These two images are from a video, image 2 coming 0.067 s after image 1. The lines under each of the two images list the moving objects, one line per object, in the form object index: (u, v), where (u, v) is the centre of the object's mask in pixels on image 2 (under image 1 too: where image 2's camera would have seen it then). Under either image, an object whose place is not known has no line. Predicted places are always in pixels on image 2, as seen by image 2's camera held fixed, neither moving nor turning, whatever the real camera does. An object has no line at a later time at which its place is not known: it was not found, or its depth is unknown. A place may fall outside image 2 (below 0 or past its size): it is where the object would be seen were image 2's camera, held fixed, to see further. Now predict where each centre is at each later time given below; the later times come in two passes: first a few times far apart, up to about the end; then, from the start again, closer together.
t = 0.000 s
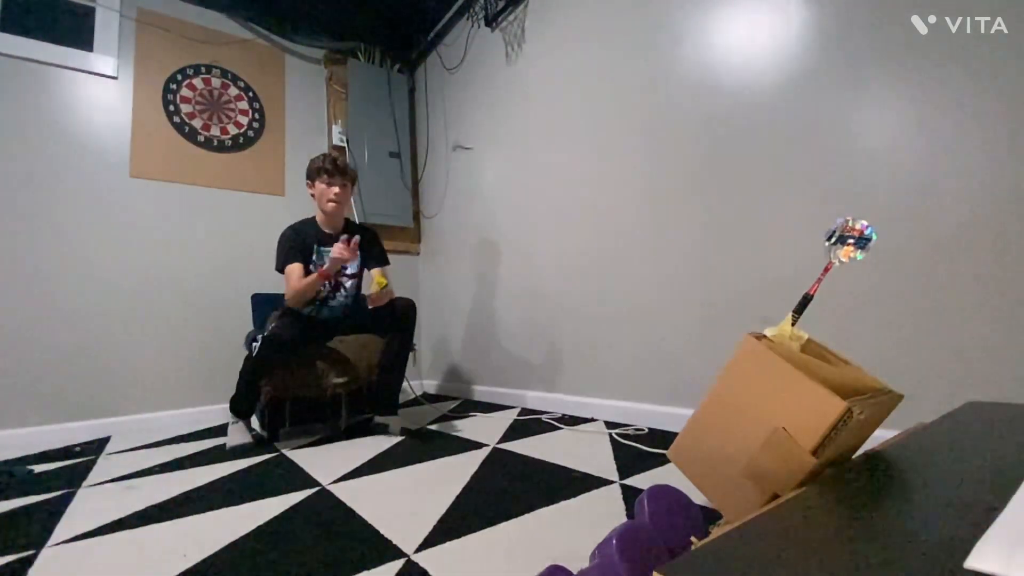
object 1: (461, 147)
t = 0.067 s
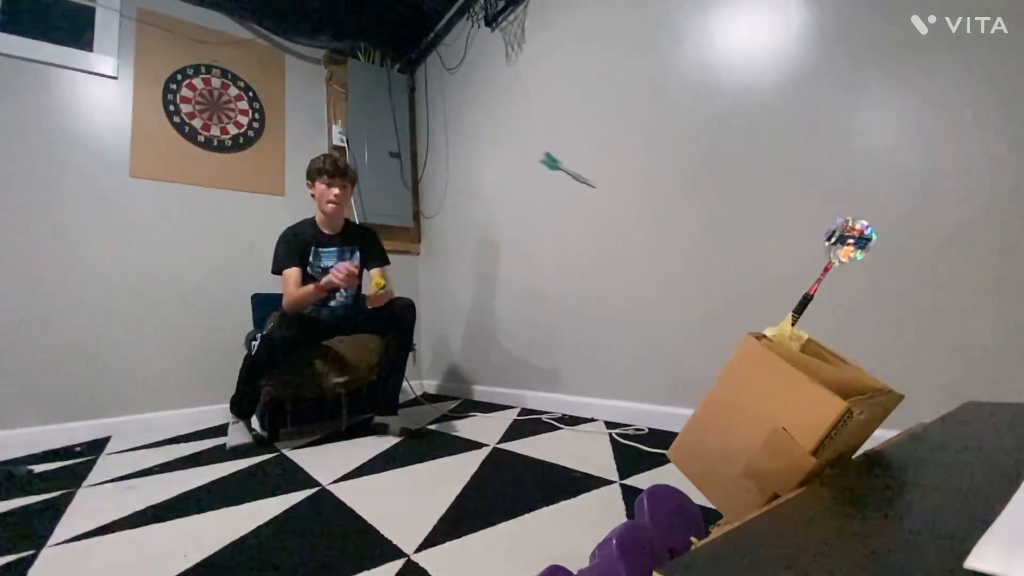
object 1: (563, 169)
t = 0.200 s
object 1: (749, 251)
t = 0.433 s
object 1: (739, 267)
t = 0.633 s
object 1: (886, 344)
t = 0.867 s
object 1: (904, 343)
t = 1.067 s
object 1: (904, 343)
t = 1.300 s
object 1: (904, 343)
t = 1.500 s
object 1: (904, 343)
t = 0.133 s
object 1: (773, 251)
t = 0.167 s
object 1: (731, 261)
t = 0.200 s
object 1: (749, 251)
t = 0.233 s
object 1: (738, 258)
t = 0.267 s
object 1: (742, 256)
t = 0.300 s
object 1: (739, 258)
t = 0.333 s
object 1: (738, 259)
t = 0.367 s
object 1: (737, 261)
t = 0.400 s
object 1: (737, 263)
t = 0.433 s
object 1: (739, 267)
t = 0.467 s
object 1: (745, 274)
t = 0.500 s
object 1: (760, 286)
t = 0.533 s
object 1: (787, 303)
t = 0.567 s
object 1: (823, 321)
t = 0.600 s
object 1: (859, 335)
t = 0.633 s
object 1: (886, 344)
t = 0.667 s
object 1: (900, 345)
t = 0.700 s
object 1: (903, 343)
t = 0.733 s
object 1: (904, 343)
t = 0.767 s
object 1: (904, 343)
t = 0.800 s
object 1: (903, 343)
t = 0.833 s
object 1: (904, 343)
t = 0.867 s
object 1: (904, 343)
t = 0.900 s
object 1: (903, 343)
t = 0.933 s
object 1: (903, 343)
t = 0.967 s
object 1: (903, 343)
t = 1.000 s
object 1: (903, 342)
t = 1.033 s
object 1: (903, 342)
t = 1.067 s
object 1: (904, 343)
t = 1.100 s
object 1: (903, 343)
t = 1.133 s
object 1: (903, 342)
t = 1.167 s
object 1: (903, 343)
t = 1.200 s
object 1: (903, 343)
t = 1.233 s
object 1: (903, 343)
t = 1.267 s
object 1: (903, 343)
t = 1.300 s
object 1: (904, 343)
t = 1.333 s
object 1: (903, 343)
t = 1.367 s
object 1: (904, 343)
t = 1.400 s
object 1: (903, 343)
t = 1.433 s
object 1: (904, 343)
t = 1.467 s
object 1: (903, 342)
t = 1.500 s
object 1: (904, 343)
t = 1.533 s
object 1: (904, 343)
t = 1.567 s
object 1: (904, 343)
